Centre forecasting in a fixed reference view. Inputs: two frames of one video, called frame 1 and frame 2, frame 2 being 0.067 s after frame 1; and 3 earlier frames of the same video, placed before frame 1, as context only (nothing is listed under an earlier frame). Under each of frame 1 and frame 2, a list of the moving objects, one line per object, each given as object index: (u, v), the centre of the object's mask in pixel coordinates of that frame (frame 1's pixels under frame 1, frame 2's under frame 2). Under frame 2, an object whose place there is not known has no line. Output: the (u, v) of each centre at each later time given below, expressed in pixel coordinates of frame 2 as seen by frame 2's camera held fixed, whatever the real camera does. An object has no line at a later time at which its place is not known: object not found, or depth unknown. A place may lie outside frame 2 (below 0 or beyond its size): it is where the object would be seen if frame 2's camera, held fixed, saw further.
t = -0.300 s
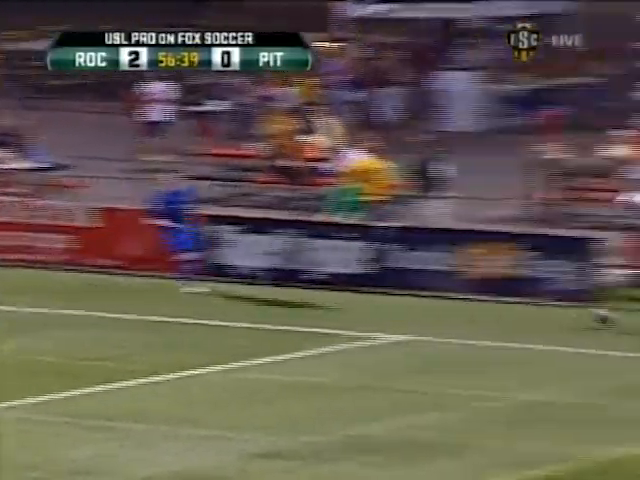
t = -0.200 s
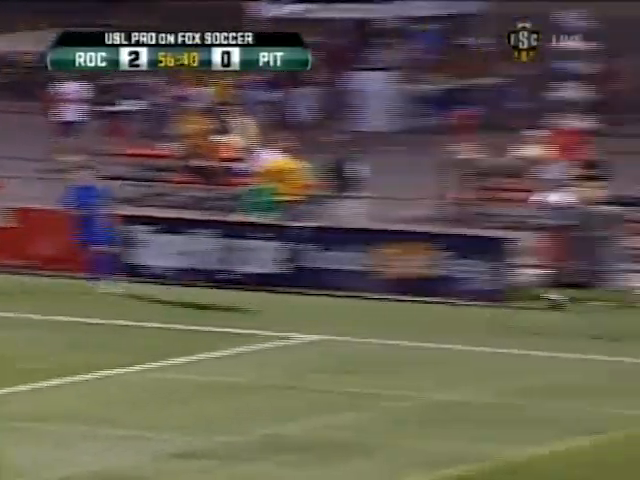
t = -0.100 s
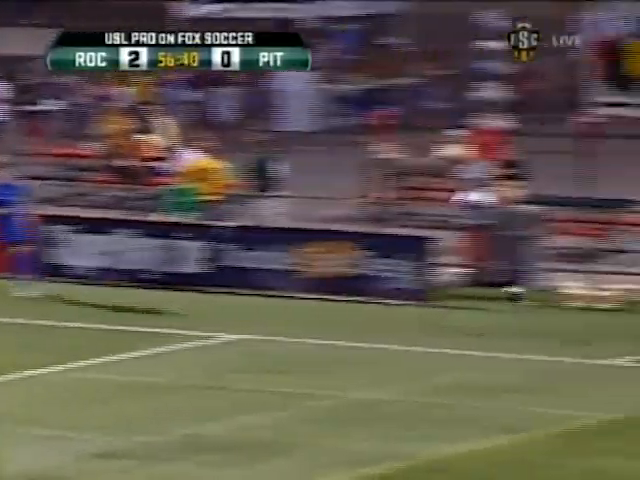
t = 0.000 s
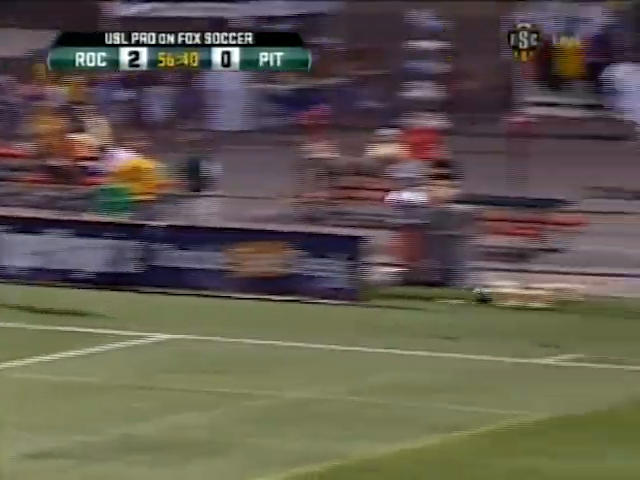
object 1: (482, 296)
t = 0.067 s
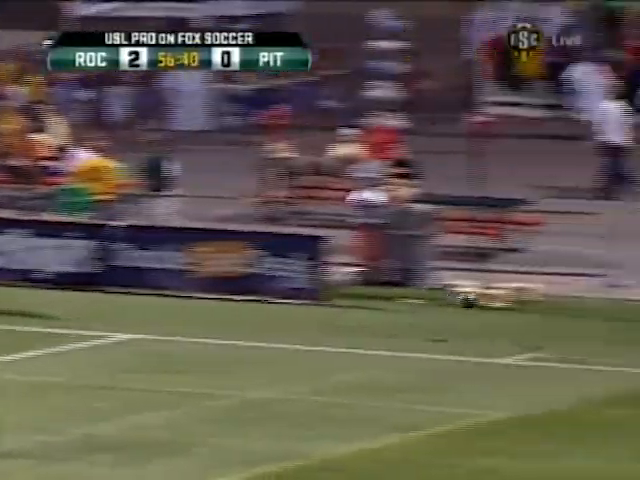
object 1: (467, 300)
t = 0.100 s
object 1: (481, 305)
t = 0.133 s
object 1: (492, 309)
